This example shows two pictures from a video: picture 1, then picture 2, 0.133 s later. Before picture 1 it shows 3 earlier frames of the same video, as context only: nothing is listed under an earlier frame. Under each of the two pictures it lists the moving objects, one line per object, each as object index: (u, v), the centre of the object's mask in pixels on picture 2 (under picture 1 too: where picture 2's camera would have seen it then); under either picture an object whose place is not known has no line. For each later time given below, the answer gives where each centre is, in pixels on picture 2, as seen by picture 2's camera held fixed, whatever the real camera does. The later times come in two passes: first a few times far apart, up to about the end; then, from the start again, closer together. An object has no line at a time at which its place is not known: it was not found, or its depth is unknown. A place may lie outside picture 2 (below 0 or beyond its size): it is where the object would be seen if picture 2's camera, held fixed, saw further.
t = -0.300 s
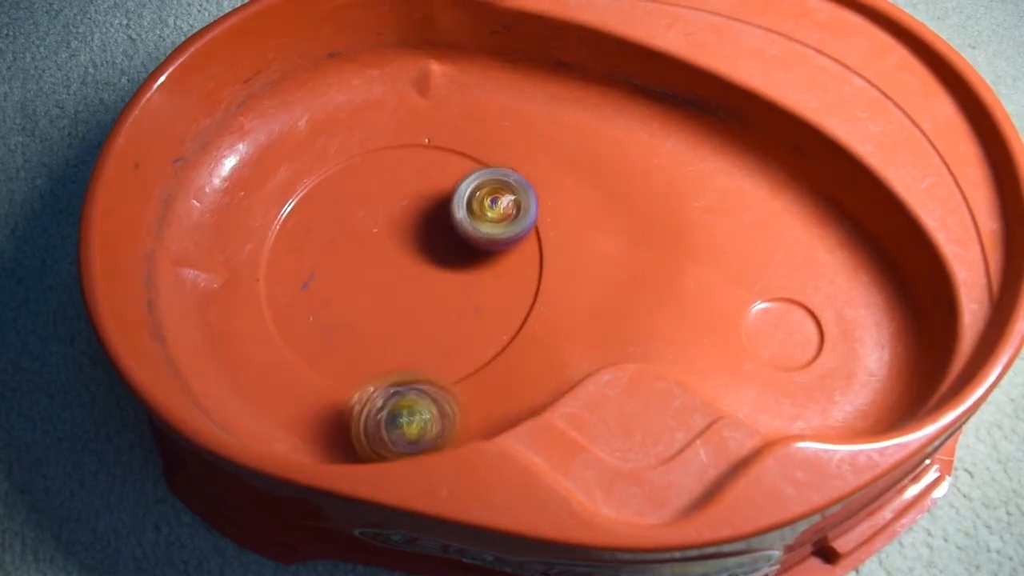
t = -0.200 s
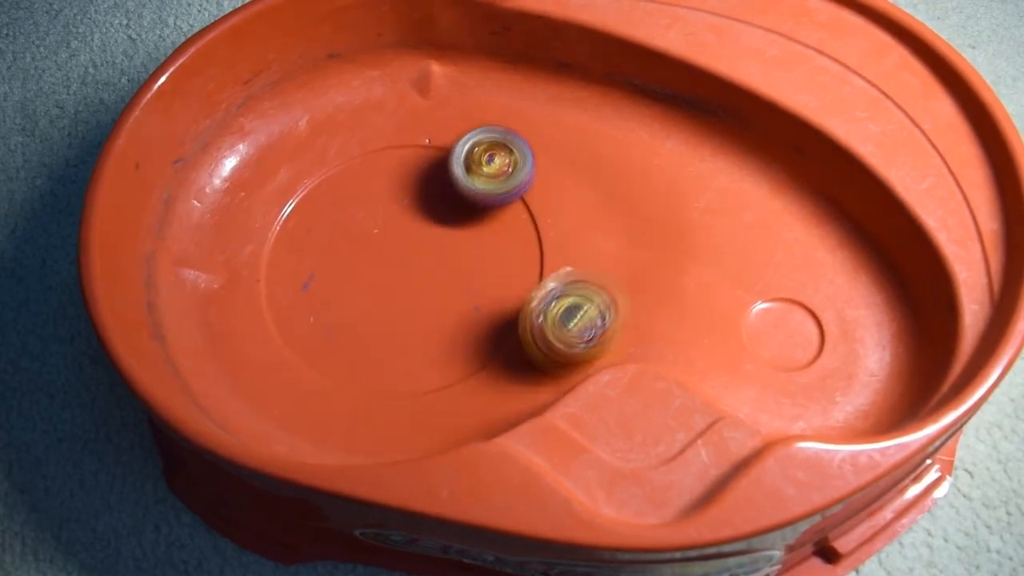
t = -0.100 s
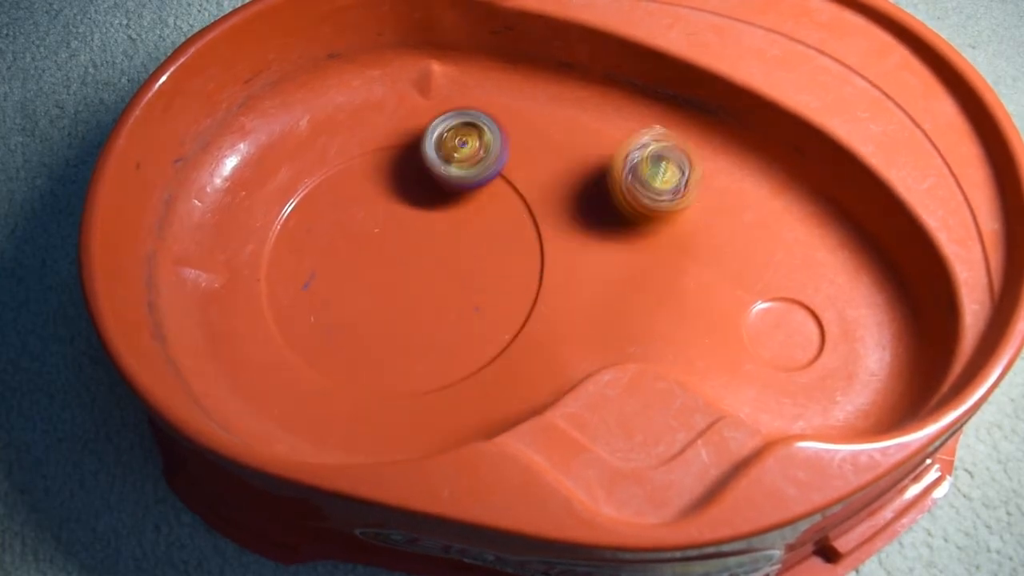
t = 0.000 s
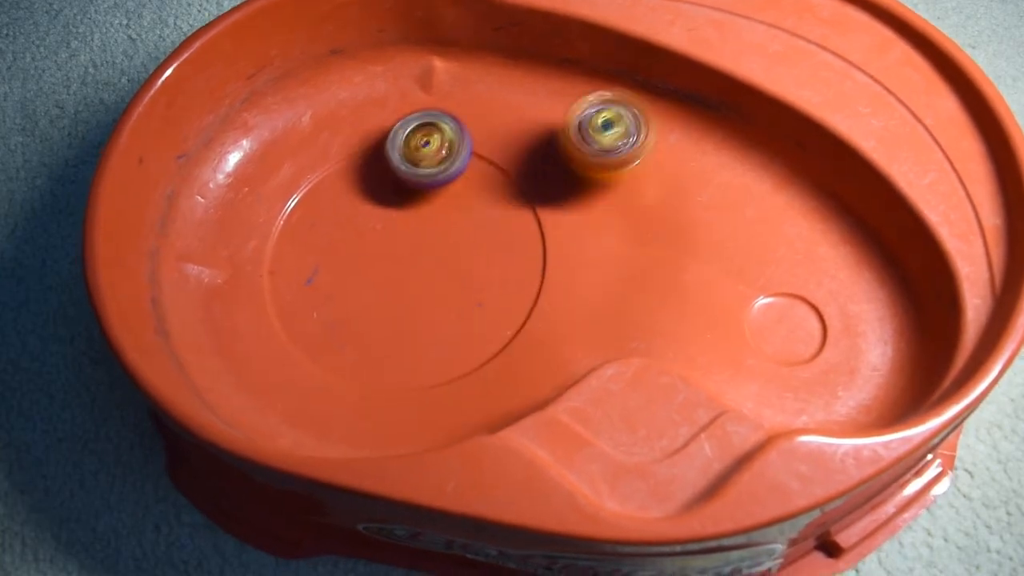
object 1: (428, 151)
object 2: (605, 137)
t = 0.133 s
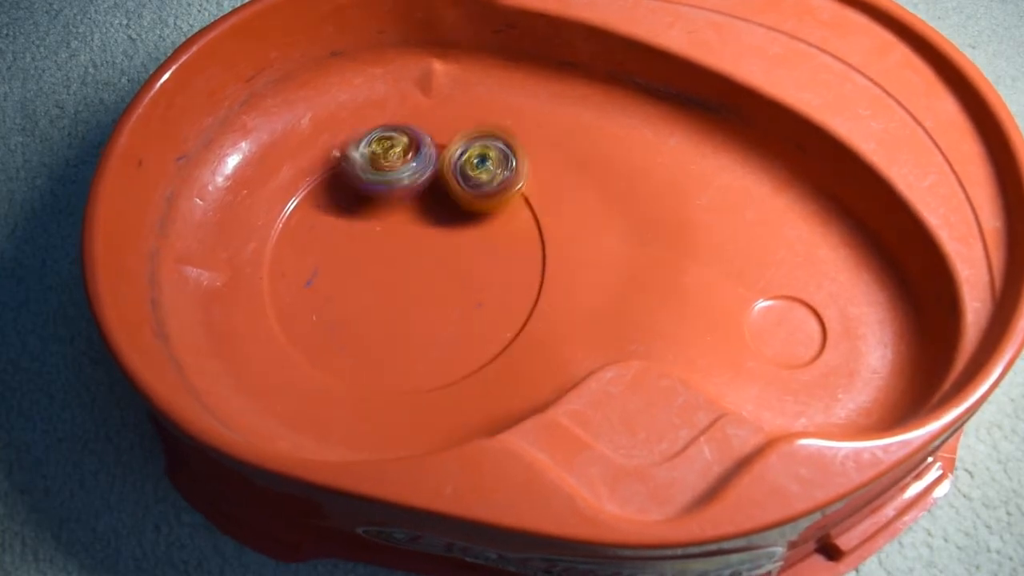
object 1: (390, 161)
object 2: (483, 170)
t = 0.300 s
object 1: (202, 267)
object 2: (527, 230)
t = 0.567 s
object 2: (511, 296)
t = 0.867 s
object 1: (403, 290)
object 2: (502, 205)
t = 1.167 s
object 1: (248, 212)
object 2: (402, 235)
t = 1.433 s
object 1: (276, 205)
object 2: (375, 327)
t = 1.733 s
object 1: (431, 222)
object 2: (433, 312)
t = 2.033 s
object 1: (537, 129)
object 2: (385, 341)
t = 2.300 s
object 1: (479, 258)
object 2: (315, 313)
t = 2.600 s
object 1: (339, 341)
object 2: (279, 260)
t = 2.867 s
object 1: (330, 305)
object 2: (302, 213)
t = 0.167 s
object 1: (320, 149)
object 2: (499, 183)
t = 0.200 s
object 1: (253, 144)
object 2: (514, 192)
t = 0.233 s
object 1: (229, 180)
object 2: (522, 206)
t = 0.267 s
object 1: (210, 220)
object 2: (524, 218)
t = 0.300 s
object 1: (202, 267)
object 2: (527, 230)
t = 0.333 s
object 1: (206, 307)
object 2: (527, 241)
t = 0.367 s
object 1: (226, 348)
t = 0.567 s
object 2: (511, 296)
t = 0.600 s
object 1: (488, 382)
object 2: (508, 297)
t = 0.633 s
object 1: (494, 389)
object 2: (513, 284)
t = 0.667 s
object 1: (484, 382)
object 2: (520, 264)
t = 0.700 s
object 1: (470, 369)
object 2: (527, 250)
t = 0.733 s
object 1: (457, 351)
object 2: (530, 240)
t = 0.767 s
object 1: (442, 339)
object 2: (527, 229)
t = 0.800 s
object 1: (427, 321)
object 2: (521, 219)
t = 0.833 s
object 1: (413, 306)
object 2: (513, 211)
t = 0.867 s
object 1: (403, 290)
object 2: (502, 205)
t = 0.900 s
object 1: (390, 277)
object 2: (489, 202)
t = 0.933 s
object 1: (379, 266)
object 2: (474, 202)
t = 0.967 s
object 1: (369, 254)
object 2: (459, 204)
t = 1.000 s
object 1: (360, 245)
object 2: (444, 207)
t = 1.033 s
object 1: (341, 234)
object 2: (435, 211)
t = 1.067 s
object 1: (306, 230)
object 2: (431, 212)
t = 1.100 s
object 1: (276, 223)
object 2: (423, 217)
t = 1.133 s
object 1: (261, 218)
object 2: (412, 225)
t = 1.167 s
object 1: (248, 212)
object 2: (402, 235)
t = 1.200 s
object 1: (238, 209)
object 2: (393, 246)
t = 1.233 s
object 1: (235, 208)
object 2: (386, 257)
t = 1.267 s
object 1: (234, 204)
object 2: (379, 269)
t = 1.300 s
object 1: (237, 203)
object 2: (374, 281)
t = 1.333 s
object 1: (242, 201)
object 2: (371, 293)
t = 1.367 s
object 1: (252, 203)
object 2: (370, 305)
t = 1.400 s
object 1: (261, 202)
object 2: (371, 316)
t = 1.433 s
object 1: (276, 205)
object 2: (375, 327)
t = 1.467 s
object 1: (290, 208)
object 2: (382, 334)
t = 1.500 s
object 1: (309, 214)
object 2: (390, 340)
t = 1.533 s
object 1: (323, 215)
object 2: (400, 343)
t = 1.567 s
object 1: (342, 218)
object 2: (411, 342)
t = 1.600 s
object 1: (359, 219)
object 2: (421, 338)
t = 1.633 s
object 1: (378, 222)
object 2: (428, 331)
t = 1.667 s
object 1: (395, 223)
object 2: (434, 322)
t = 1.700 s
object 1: (413, 225)
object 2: (436, 312)
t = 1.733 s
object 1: (431, 222)
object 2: (433, 312)
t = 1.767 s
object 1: (465, 187)
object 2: (417, 337)
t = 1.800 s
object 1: (485, 161)
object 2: (410, 351)
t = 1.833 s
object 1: (497, 138)
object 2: (406, 362)
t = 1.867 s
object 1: (511, 130)
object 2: (403, 367)
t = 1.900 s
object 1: (520, 122)
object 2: (400, 367)
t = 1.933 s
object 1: (531, 117)
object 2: (399, 356)
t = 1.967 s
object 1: (534, 121)
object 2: (397, 348)
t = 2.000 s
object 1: (534, 124)
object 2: (393, 343)
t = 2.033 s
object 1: (537, 129)
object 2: (385, 341)
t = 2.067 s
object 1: (535, 142)
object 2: (376, 340)
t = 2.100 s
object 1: (532, 157)
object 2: (366, 337)
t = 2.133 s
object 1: (528, 170)
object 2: (357, 334)
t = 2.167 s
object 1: (522, 189)
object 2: (347, 330)
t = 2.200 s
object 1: (515, 208)
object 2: (340, 328)
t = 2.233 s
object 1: (506, 223)
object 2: (331, 324)
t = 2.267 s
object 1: (494, 242)
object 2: (324, 320)
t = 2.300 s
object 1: (479, 258)
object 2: (315, 313)
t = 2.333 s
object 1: (463, 269)
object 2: (311, 309)
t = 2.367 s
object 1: (446, 285)
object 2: (302, 304)
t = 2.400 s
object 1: (427, 296)
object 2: (297, 298)
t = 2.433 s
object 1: (410, 308)
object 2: (293, 292)
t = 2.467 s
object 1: (394, 318)
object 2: (291, 286)
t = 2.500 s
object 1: (377, 329)
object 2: (286, 279)
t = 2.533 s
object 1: (362, 335)
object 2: (283, 272)
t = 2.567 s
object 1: (351, 341)
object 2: (281, 267)
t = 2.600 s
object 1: (339, 341)
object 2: (279, 260)
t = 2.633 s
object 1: (332, 345)
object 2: (280, 253)
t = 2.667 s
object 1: (325, 338)
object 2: (279, 248)
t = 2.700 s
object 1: (320, 335)
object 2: (281, 242)
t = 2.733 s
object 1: (319, 334)
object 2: (284, 237)
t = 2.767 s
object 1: (321, 326)
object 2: (286, 232)
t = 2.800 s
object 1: (321, 318)
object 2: (292, 224)
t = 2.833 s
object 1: (325, 311)
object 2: (296, 220)
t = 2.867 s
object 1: (330, 305)
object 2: (302, 213)
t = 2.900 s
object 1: (336, 296)
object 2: (308, 207)
